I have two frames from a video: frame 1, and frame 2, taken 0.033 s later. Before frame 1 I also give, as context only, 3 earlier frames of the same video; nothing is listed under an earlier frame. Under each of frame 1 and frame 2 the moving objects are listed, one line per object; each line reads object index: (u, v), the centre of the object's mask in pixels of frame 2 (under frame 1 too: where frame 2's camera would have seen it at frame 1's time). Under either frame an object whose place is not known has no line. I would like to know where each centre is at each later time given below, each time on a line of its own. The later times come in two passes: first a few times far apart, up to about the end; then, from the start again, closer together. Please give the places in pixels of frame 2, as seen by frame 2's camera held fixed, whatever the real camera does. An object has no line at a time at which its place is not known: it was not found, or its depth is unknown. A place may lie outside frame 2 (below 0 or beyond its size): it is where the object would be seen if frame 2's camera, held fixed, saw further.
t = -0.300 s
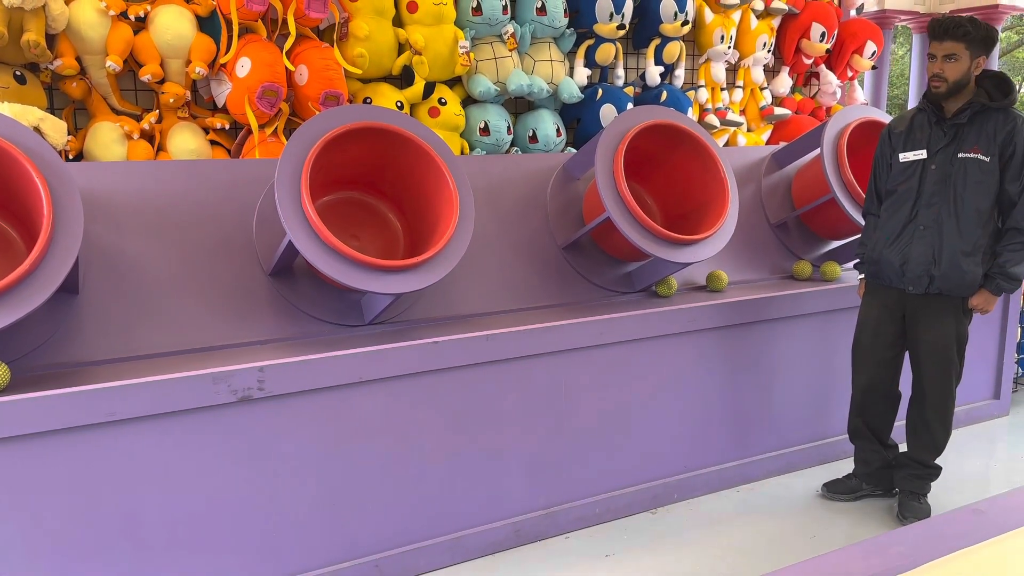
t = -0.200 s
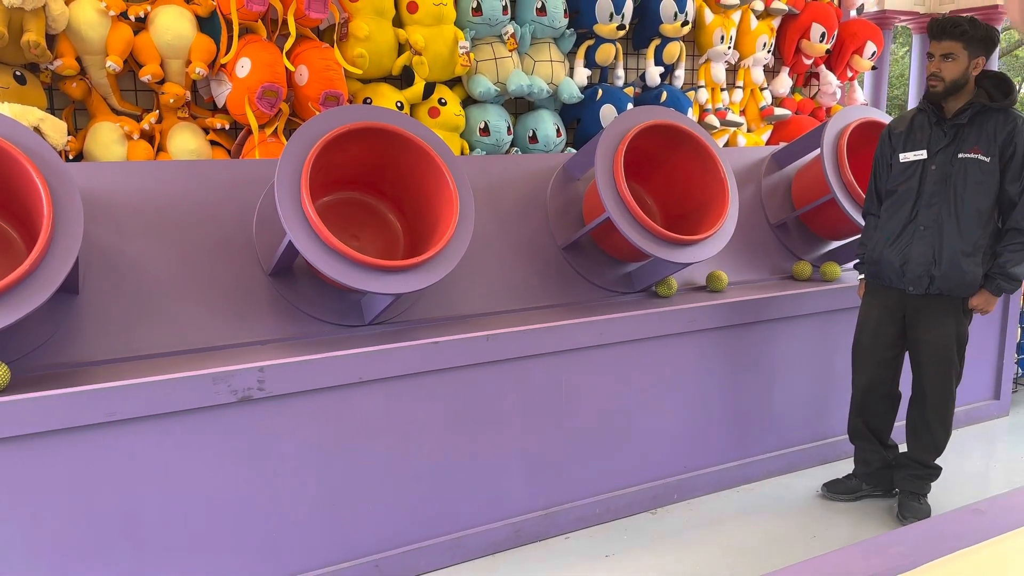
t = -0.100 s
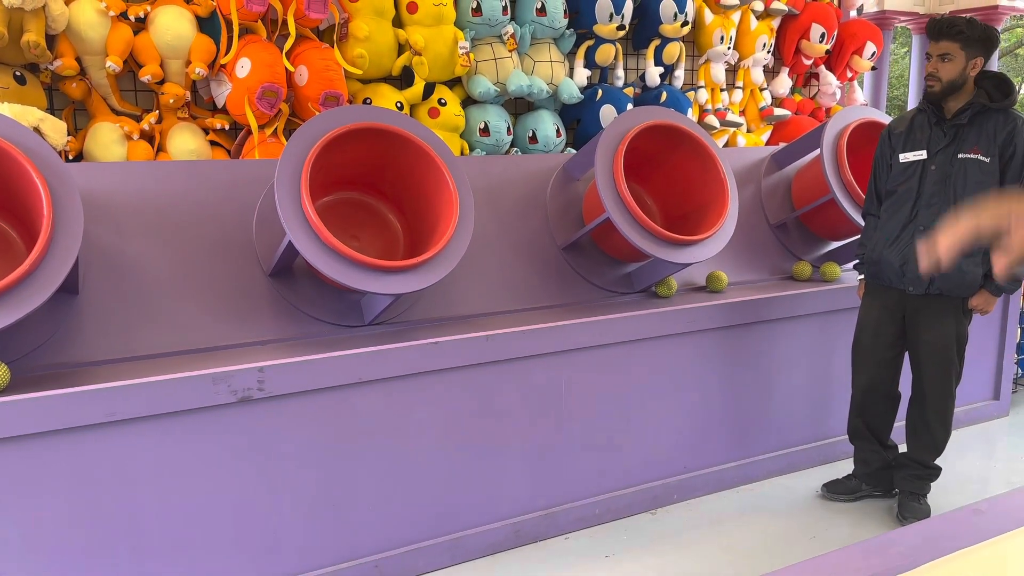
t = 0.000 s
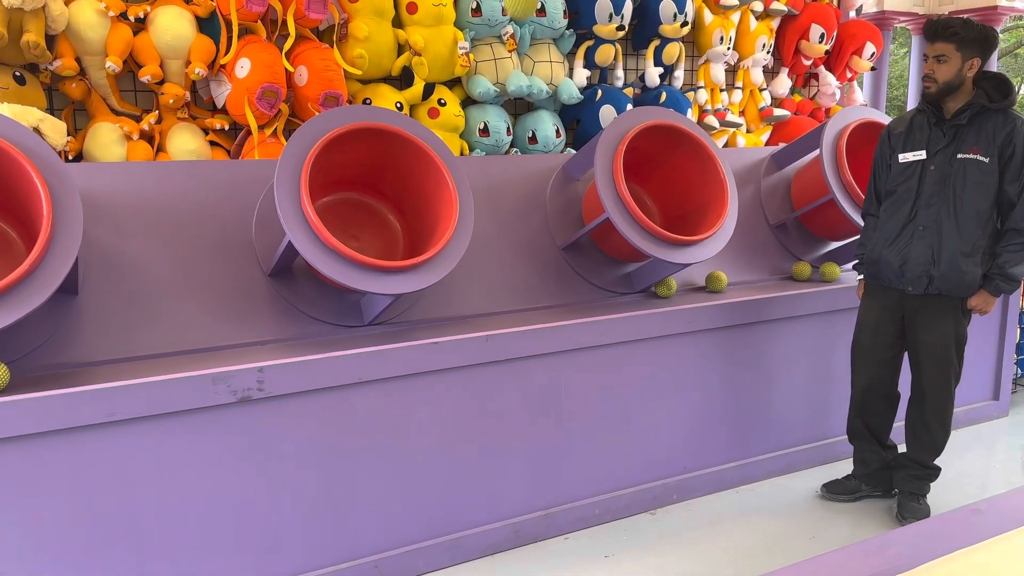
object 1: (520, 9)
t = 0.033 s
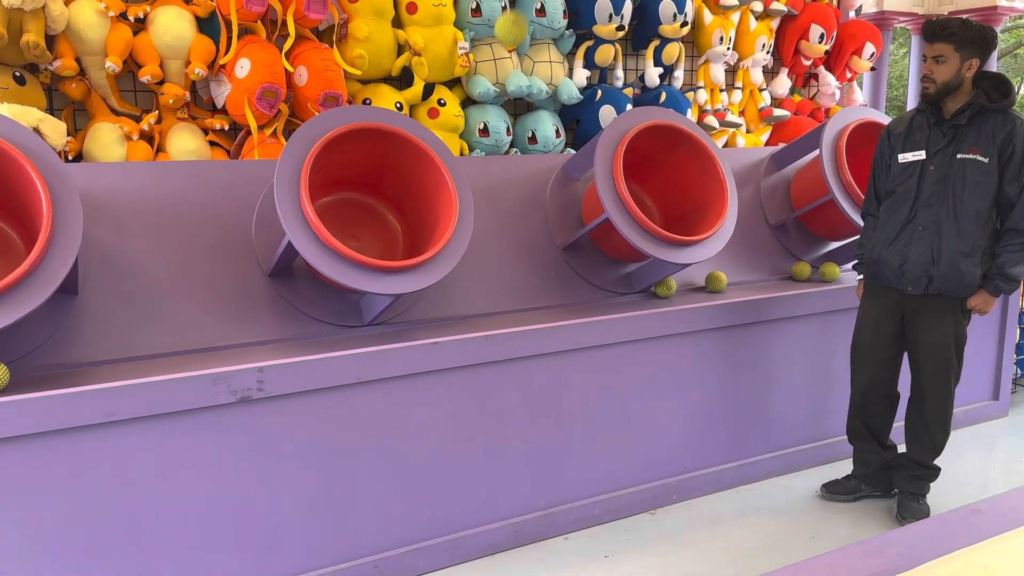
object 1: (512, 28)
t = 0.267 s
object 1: (491, 237)
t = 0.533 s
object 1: (660, 520)
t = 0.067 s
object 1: (504, 59)
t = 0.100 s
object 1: (495, 91)
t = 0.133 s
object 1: (488, 124)
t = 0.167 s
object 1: (482, 158)
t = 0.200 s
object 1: (476, 191)
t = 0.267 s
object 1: (491, 237)
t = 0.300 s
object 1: (508, 254)
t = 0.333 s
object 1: (527, 277)
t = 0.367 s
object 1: (546, 303)
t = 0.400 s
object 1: (566, 335)
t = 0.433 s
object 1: (588, 372)
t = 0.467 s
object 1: (610, 415)
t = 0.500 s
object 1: (634, 464)
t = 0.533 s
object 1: (660, 520)
